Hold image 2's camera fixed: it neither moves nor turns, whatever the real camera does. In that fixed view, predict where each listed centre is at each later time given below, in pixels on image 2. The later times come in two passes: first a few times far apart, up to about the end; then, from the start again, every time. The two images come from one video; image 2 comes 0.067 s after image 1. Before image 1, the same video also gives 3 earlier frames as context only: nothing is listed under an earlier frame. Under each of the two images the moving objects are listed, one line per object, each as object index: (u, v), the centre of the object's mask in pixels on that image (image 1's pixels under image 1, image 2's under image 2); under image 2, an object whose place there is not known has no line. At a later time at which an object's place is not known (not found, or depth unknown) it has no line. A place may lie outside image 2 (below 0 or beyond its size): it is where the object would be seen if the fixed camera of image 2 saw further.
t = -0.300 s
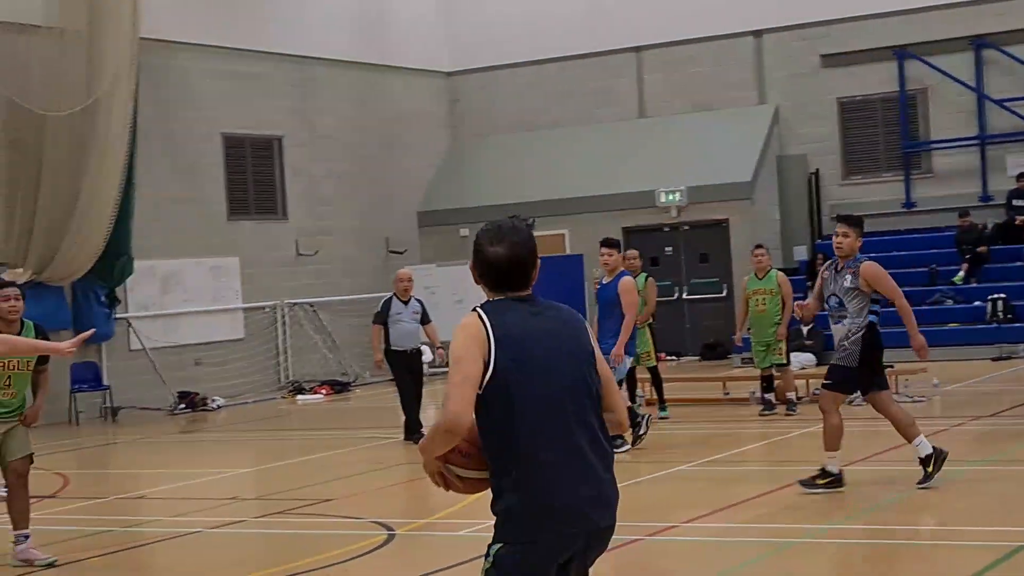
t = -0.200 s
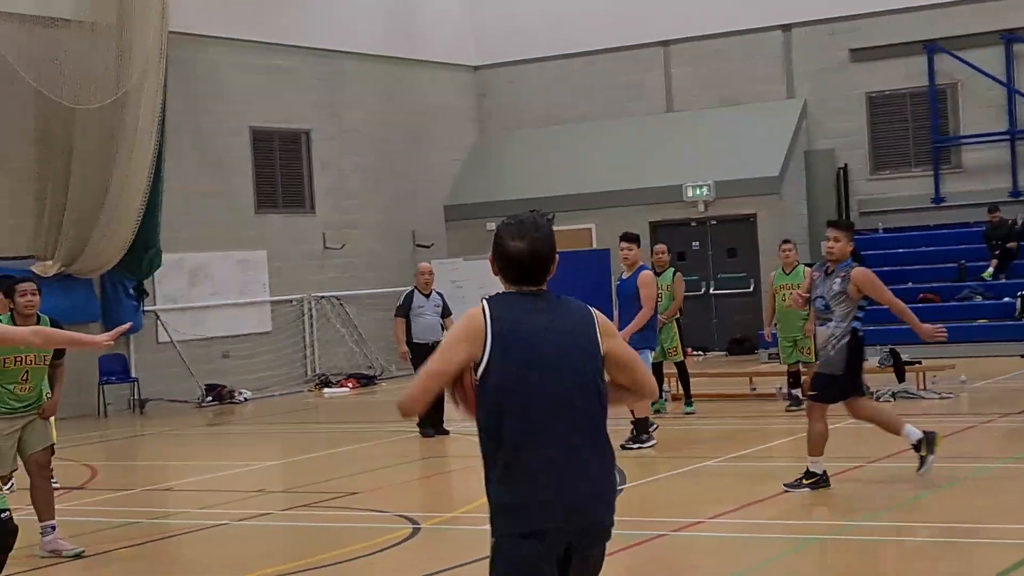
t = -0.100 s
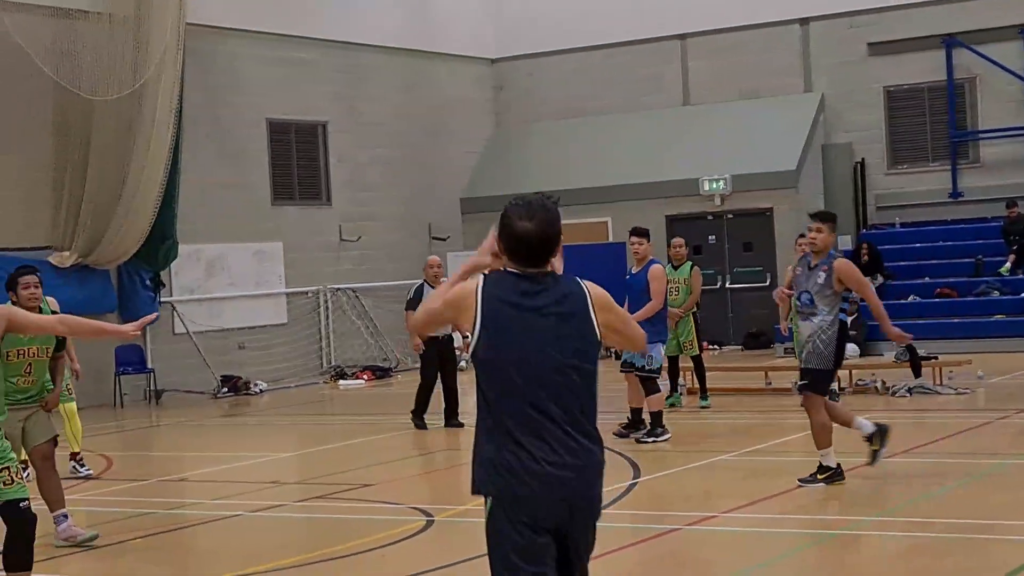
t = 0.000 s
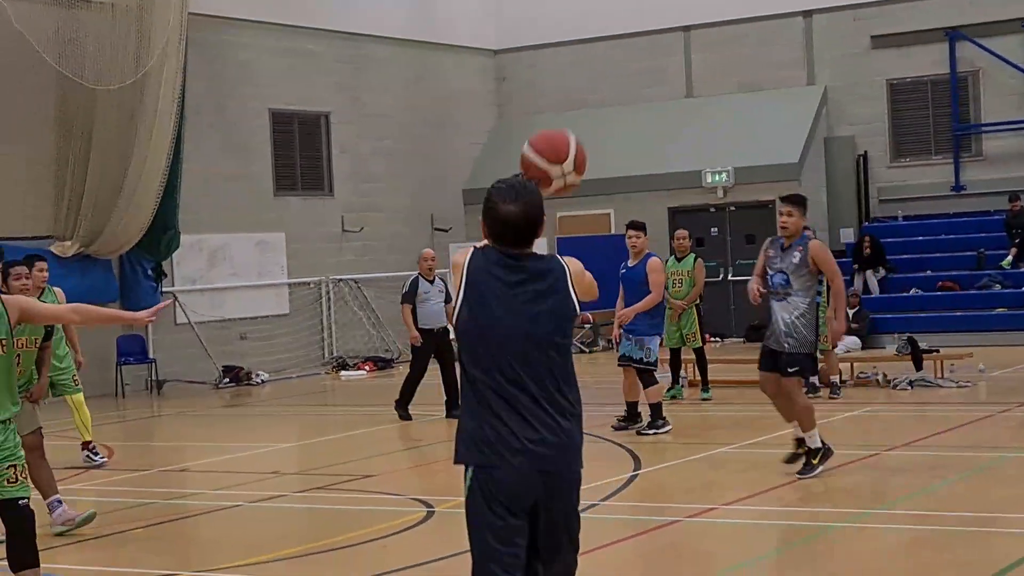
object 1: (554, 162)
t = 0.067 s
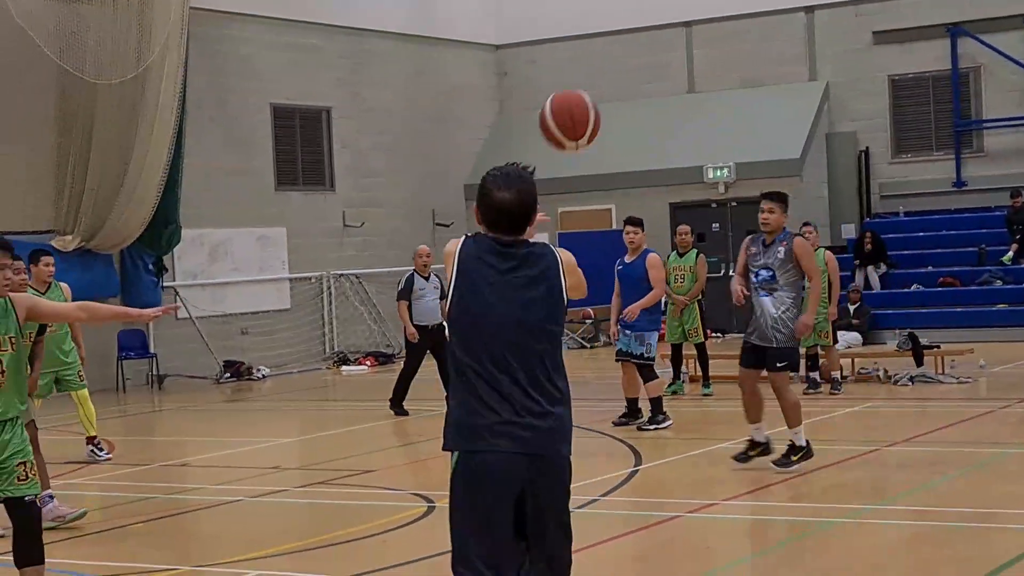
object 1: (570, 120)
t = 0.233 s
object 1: (605, 93)
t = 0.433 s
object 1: (641, 136)
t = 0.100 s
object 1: (577, 108)
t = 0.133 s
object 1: (584, 101)
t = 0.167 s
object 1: (591, 96)
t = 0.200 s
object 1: (598, 94)
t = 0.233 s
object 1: (605, 93)
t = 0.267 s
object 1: (611, 96)
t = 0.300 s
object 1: (617, 100)
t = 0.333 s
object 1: (623, 107)
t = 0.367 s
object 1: (629, 115)
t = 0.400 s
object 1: (634, 124)
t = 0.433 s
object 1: (641, 136)
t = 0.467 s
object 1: (646, 149)
